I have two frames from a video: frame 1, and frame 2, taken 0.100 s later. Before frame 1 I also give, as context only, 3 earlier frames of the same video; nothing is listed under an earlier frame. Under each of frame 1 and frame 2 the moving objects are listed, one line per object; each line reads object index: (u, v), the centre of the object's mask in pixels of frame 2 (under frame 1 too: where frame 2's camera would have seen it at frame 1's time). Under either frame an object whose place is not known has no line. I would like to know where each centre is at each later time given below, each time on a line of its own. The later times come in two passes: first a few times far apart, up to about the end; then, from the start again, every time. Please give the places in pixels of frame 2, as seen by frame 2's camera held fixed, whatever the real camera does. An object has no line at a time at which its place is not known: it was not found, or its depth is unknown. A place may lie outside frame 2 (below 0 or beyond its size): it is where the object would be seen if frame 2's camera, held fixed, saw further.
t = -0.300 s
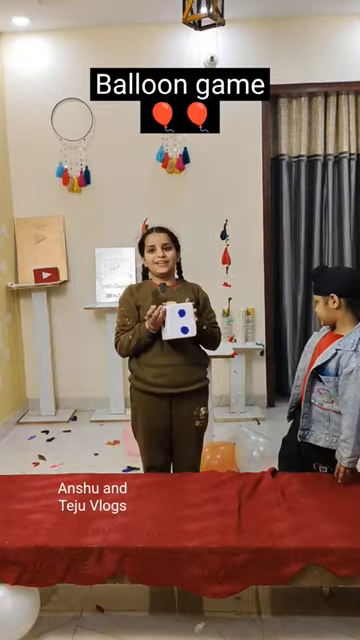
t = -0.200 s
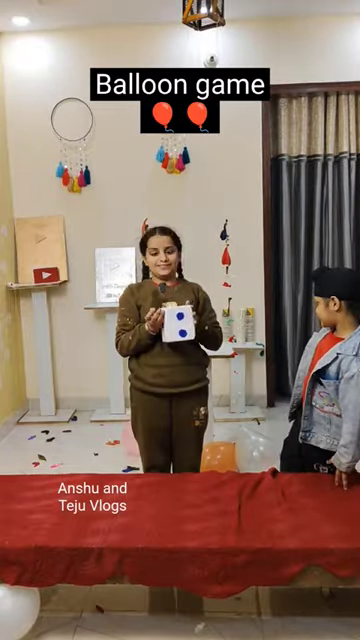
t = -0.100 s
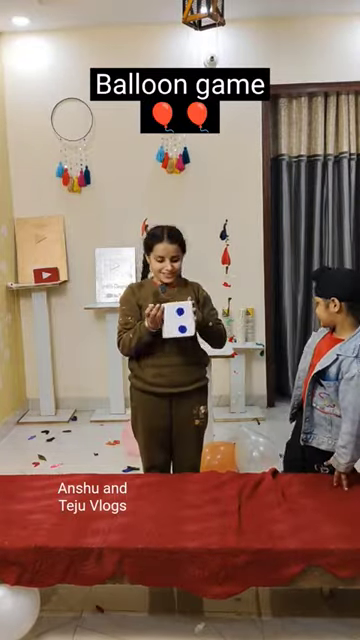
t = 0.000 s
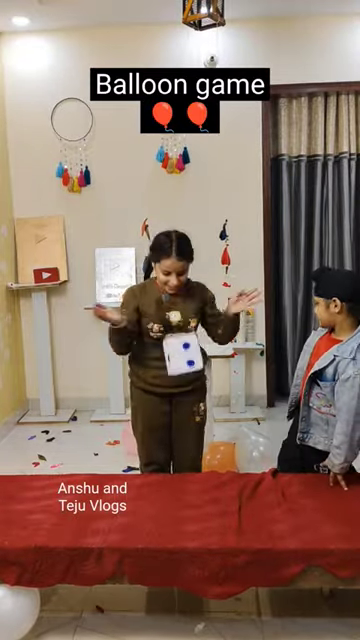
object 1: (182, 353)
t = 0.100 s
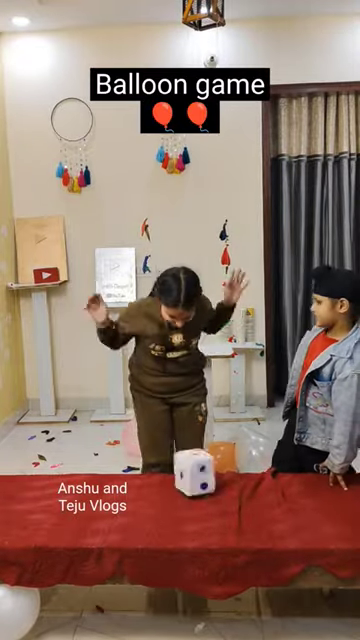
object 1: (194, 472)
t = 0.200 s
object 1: (245, 479)
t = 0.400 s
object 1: (279, 512)
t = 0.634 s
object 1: (279, 517)
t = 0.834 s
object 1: (279, 517)
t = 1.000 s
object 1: (279, 517)
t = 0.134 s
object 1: (210, 467)
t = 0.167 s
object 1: (226, 466)
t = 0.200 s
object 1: (245, 479)
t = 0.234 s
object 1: (256, 482)
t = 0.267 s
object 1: (263, 485)
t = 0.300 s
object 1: (267, 488)
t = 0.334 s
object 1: (273, 493)
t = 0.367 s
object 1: (278, 505)
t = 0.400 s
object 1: (279, 512)
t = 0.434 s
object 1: (279, 516)
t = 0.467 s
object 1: (279, 517)
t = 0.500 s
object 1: (279, 517)
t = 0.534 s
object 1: (279, 517)
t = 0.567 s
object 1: (279, 517)
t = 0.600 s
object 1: (279, 517)
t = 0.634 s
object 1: (279, 517)
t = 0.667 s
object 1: (279, 517)
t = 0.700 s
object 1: (279, 517)
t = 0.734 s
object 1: (279, 517)
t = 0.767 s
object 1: (279, 517)
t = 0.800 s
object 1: (279, 517)
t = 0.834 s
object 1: (279, 517)
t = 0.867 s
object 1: (279, 517)
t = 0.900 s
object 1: (279, 517)
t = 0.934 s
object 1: (280, 517)
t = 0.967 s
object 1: (279, 517)
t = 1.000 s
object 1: (279, 517)
